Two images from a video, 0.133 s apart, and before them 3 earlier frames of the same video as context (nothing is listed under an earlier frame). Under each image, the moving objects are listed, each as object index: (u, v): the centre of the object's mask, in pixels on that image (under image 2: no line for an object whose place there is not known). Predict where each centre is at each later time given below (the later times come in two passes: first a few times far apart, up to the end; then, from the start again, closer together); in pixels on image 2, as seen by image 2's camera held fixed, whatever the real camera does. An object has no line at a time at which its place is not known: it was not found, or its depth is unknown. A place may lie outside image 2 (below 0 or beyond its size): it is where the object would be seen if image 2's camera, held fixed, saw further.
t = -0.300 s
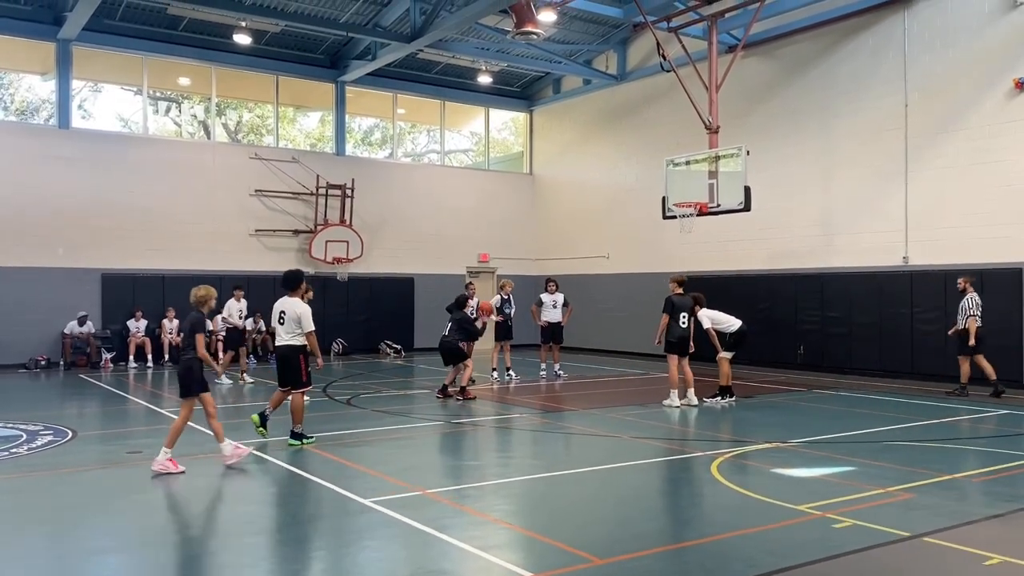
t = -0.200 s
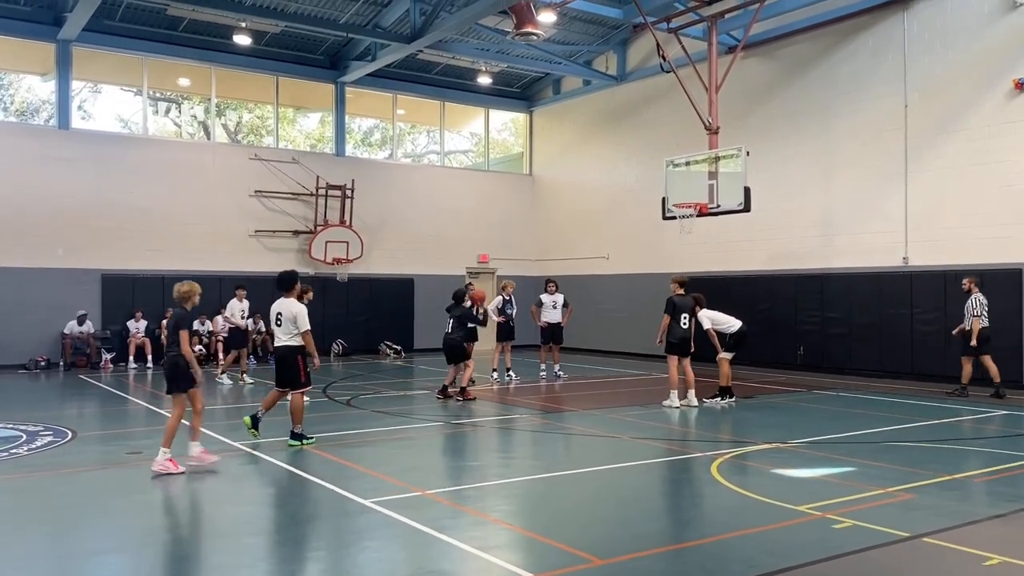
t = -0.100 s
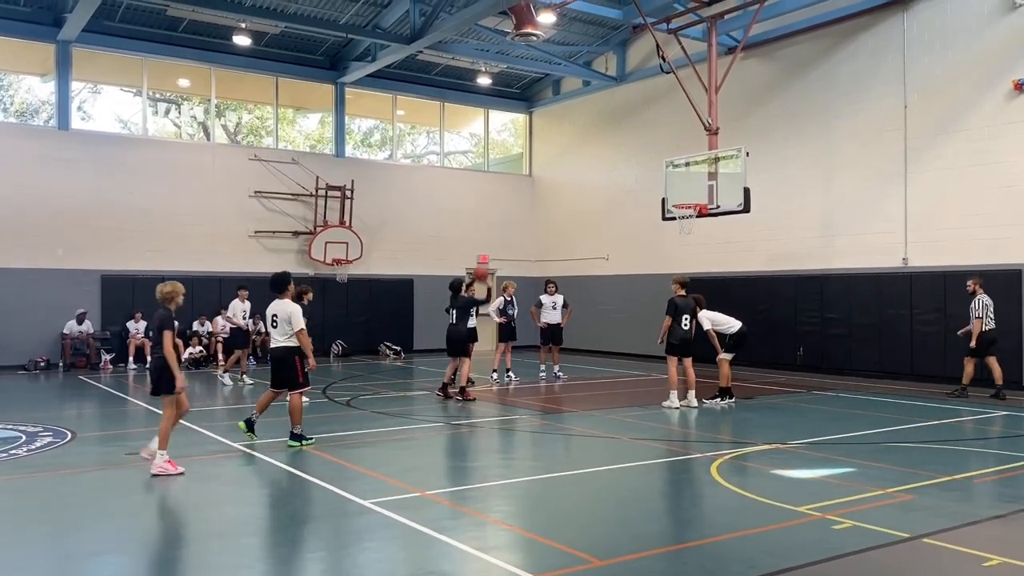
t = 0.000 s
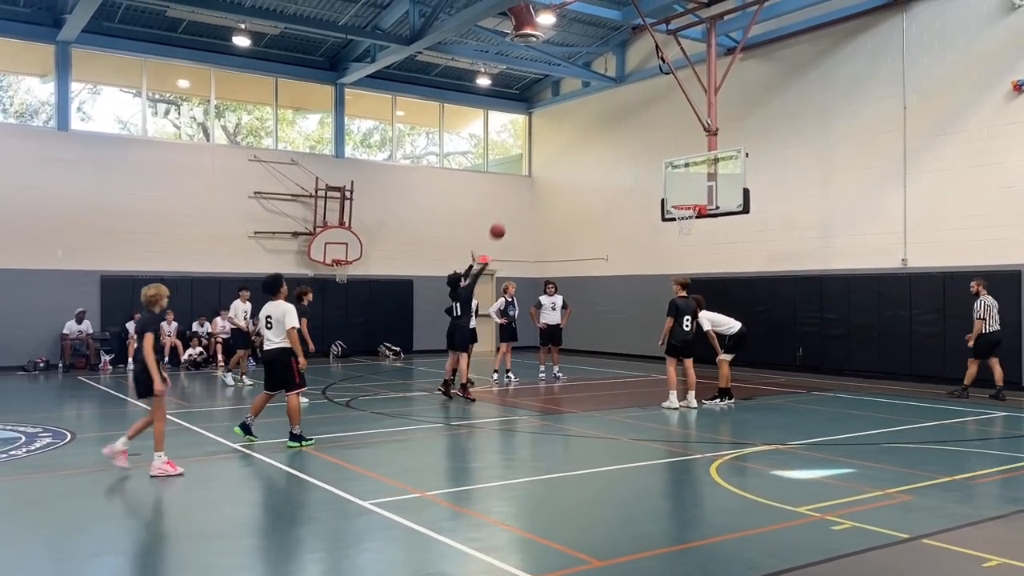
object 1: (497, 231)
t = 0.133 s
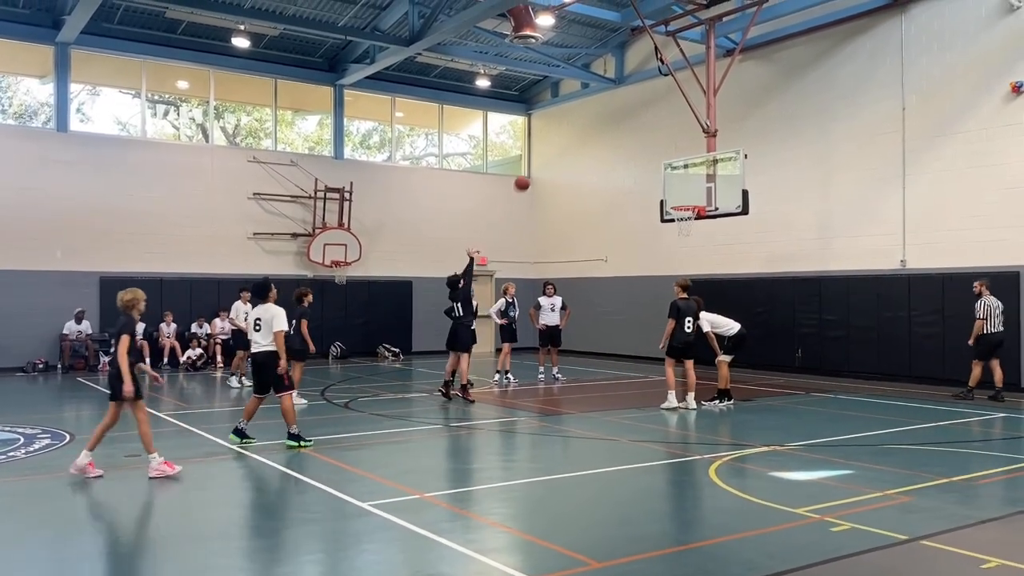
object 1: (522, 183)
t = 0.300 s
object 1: (552, 139)
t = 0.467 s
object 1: (581, 116)
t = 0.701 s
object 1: (618, 112)
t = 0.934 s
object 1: (653, 139)
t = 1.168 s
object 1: (686, 196)
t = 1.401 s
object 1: (684, 244)
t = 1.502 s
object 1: (679, 267)
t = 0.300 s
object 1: (552, 139)
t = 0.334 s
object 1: (558, 133)
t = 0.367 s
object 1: (564, 128)
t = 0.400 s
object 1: (569, 123)
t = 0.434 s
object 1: (575, 119)
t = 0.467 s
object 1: (581, 116)
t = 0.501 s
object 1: (586, 113)
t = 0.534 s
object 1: (592, 111)
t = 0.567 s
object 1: (597, 110)
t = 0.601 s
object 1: (602, 109)
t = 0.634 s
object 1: (608, 109)
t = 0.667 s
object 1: (613, 110)
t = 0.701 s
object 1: (618, 112)
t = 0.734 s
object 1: (623, 114)
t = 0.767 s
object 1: (628, 116)
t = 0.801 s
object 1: (633, 120)
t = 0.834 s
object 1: (639, 124)
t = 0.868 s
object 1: (643, 128)
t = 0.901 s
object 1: (648, 134)
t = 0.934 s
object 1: (653, 139)
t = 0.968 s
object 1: (658, 145)
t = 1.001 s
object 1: (663, 153)
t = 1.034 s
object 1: (667, 160)
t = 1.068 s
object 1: (671, 168)
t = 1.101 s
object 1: (676, 177)
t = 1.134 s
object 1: (681, 186)
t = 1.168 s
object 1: (686, 196)
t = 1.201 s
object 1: (691, 205)
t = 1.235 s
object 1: (694, 214)
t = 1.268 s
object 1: (690, 223)
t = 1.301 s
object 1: (689, 228)
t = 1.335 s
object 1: (688, 232)
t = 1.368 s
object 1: (686, 238)
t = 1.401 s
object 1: (684, 244)
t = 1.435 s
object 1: (682, 251)
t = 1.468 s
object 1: (681, 259)
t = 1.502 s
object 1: (679, 267)
